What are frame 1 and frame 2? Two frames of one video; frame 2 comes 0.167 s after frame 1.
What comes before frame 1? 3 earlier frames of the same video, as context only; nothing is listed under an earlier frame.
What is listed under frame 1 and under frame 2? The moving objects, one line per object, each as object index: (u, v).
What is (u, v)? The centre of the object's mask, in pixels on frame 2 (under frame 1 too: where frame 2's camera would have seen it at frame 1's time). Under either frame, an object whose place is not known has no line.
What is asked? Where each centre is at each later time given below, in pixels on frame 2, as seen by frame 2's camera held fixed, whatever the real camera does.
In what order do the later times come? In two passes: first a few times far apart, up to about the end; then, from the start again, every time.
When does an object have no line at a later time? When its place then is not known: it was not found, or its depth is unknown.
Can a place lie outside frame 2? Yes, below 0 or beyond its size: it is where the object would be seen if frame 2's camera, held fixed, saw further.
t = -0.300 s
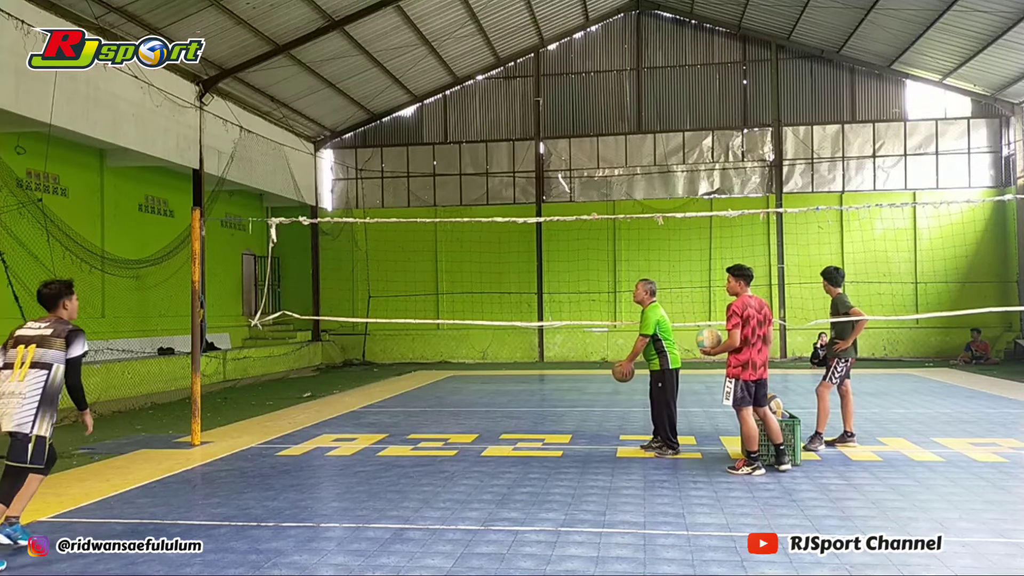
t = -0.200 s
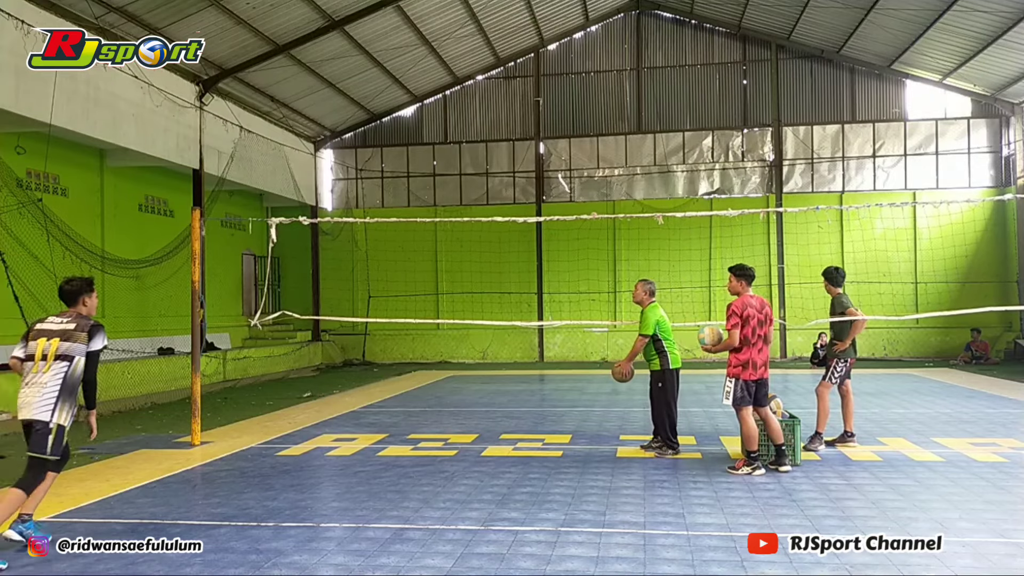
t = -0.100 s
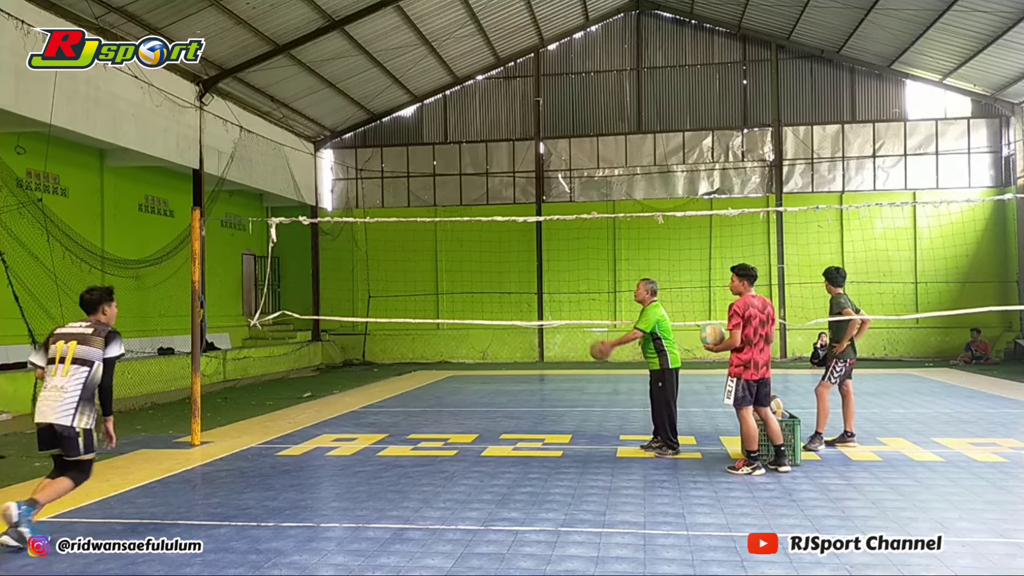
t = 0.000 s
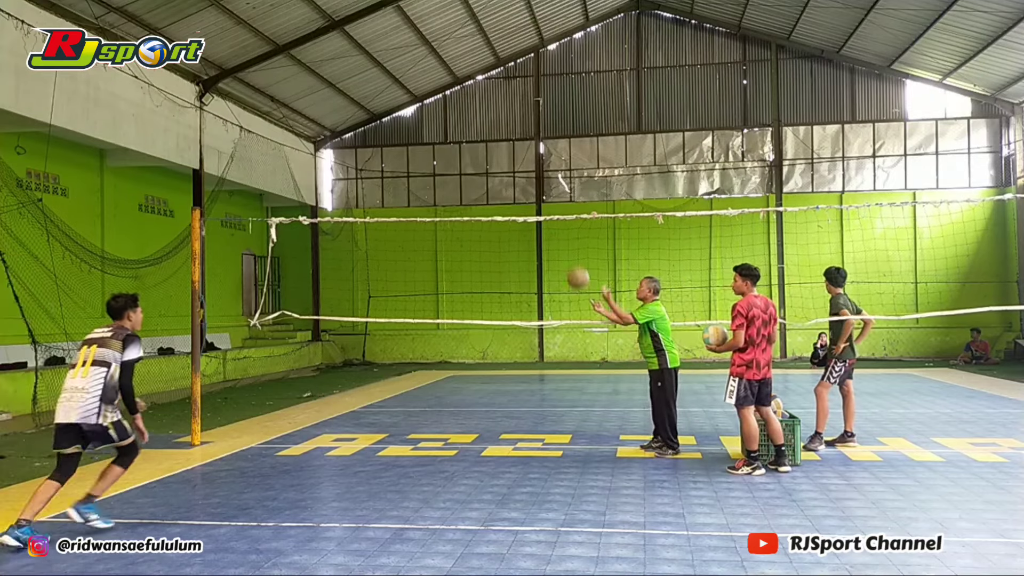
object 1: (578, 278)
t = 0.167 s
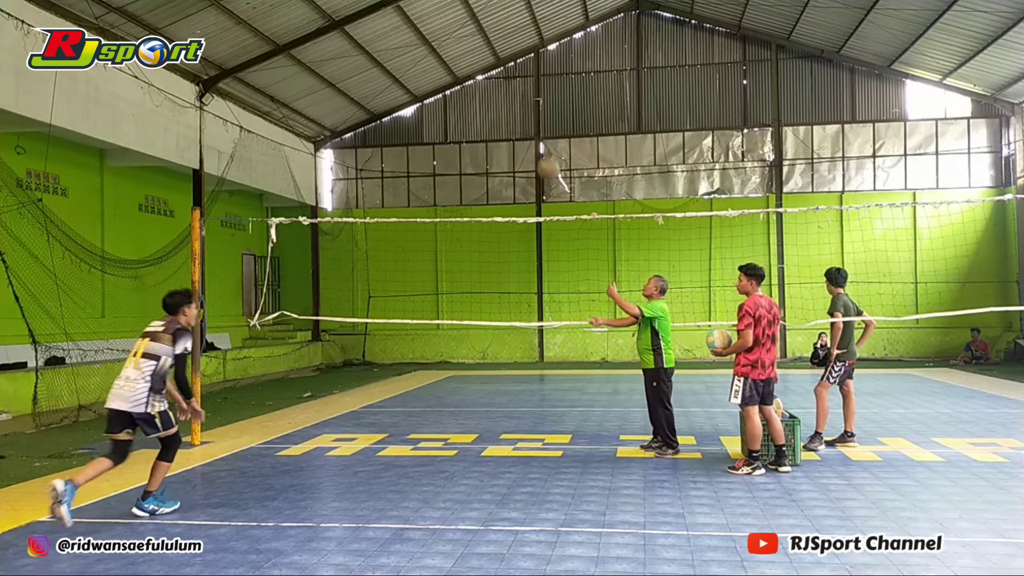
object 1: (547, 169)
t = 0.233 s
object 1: (536, 132)
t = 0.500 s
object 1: (490, 35)
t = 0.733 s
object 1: (452, 10)
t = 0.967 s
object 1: (414, 40)
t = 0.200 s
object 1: (542, 150)
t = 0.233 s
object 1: (536, 132)
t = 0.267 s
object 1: (531, 116)
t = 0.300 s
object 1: (525, 101)
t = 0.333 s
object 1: (520, 88)
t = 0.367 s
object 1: (514, 75)
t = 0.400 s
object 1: (508, 64)
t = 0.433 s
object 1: (502, 53)
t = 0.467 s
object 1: (495, 44)
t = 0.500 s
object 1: (490, 35)
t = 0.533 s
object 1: (485, 29)
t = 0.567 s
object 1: (479, 23)
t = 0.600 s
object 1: (474, 18)
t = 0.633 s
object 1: (468, 14)
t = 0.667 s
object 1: (463, 12)
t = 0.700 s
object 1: (458, 10)
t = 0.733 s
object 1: (452, 10)
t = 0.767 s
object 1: (446, 11)
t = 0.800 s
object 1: (441, 12)
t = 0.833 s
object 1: (436, 15)
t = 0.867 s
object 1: (430, 20)
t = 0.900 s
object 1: (425, 25)
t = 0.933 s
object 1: (419, 31)
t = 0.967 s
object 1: (414, 40)
